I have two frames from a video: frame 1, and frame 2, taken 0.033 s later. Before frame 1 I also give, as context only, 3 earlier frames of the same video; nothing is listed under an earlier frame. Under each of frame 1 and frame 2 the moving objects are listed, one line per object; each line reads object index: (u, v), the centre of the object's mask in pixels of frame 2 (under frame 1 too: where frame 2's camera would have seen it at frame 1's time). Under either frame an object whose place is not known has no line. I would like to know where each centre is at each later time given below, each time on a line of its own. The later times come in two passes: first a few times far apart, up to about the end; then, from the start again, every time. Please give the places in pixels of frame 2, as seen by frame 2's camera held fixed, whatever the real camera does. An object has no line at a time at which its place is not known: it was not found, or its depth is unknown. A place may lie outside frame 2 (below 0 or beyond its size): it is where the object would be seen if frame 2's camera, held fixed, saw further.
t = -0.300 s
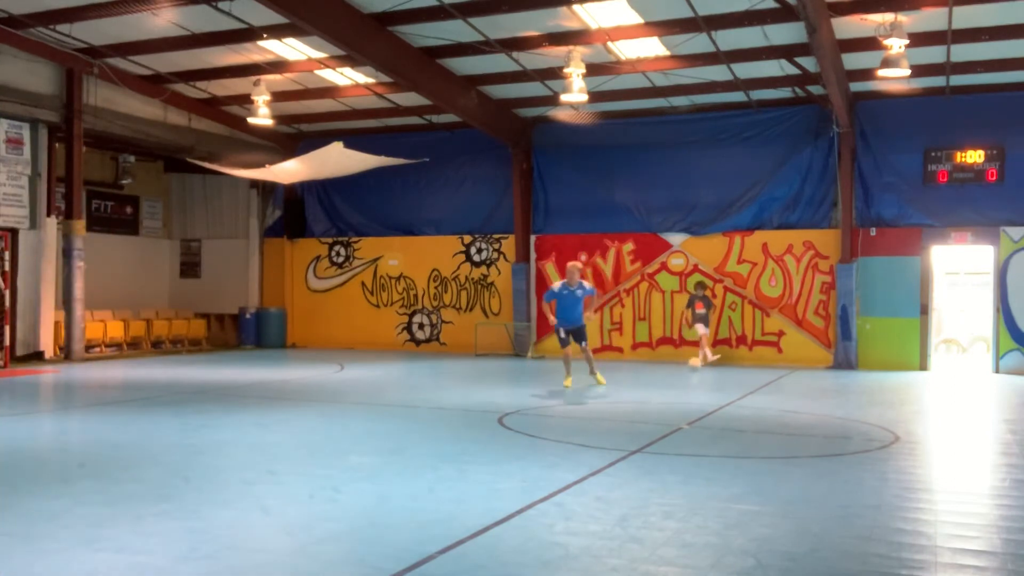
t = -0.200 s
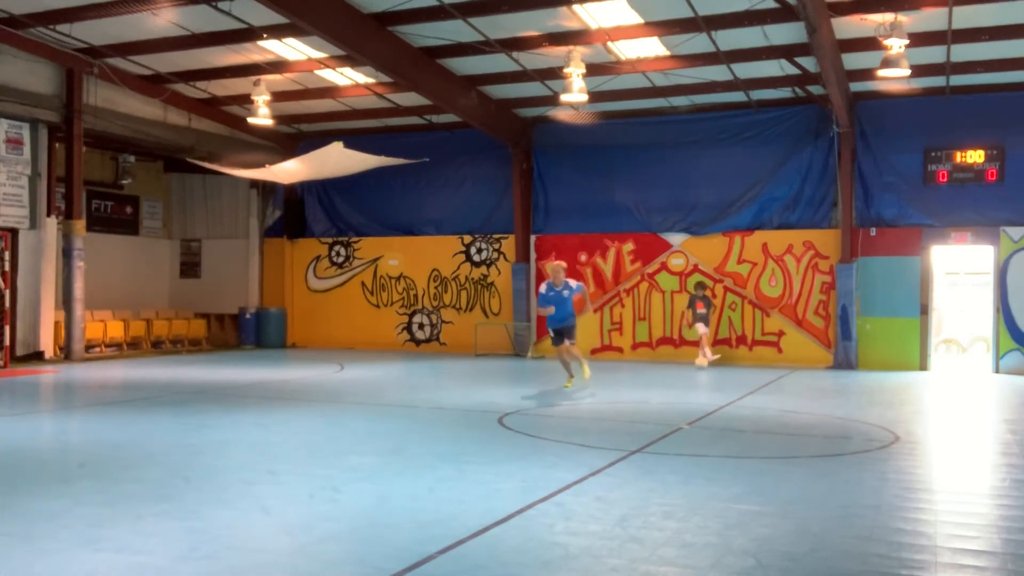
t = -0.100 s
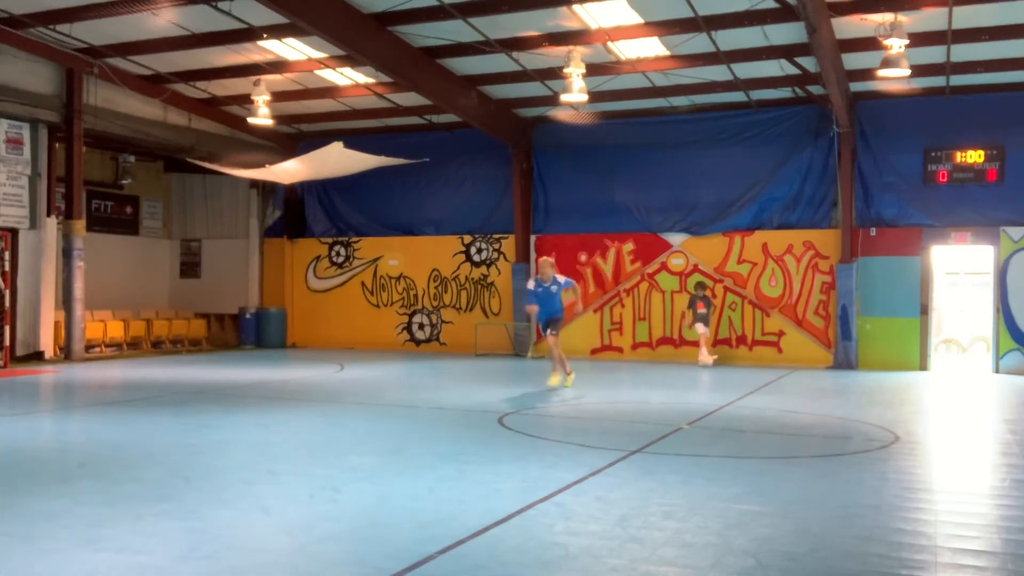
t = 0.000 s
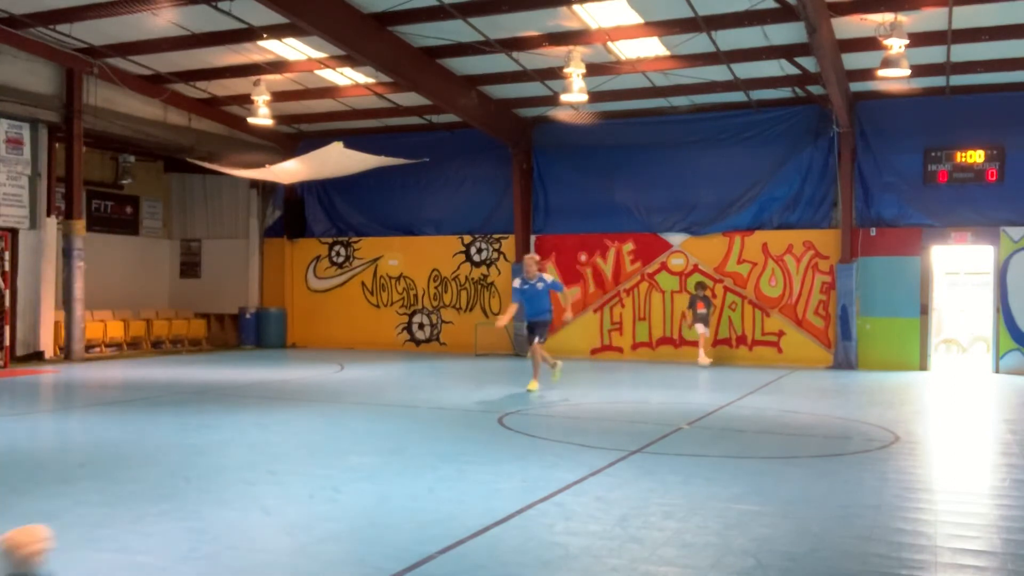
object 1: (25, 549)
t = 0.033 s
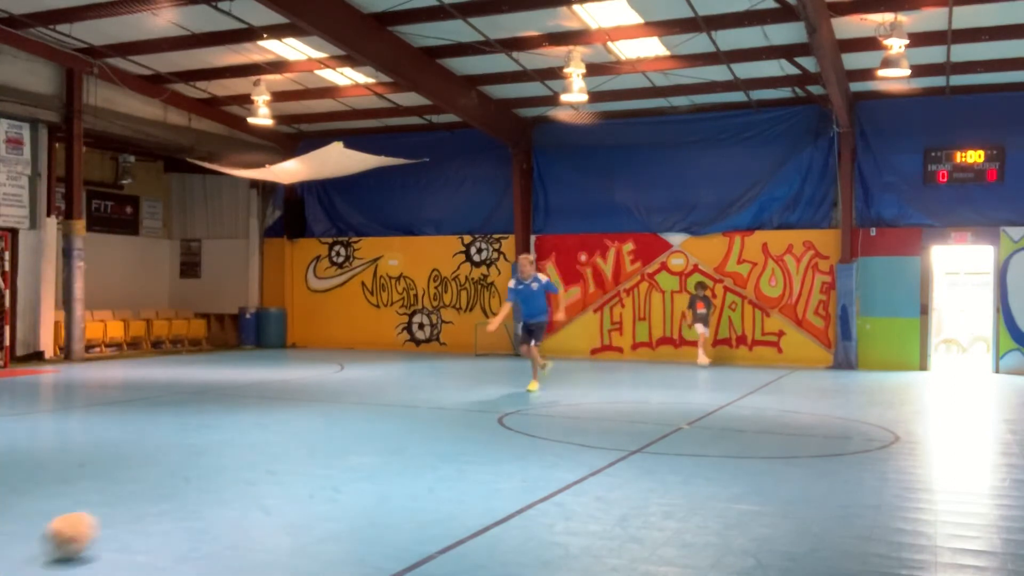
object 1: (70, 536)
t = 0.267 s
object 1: (276, 471)
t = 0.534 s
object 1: (389, 436)
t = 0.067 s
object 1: (110, 523)
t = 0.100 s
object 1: (146, 512)
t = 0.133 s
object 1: (177, 502)
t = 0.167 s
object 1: (206, 493)
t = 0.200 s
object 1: (232, 484)
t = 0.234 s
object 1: (255, 477)
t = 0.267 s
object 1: (276, 471)
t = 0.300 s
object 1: (295, 465)
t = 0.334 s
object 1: (312, 460)
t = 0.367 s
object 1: (328, 455)
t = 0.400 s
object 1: (342, 451)
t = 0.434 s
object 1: (356, 446)
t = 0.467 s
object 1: (368, 444)
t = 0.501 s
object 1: (379, 439)
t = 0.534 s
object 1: (389, 436)
